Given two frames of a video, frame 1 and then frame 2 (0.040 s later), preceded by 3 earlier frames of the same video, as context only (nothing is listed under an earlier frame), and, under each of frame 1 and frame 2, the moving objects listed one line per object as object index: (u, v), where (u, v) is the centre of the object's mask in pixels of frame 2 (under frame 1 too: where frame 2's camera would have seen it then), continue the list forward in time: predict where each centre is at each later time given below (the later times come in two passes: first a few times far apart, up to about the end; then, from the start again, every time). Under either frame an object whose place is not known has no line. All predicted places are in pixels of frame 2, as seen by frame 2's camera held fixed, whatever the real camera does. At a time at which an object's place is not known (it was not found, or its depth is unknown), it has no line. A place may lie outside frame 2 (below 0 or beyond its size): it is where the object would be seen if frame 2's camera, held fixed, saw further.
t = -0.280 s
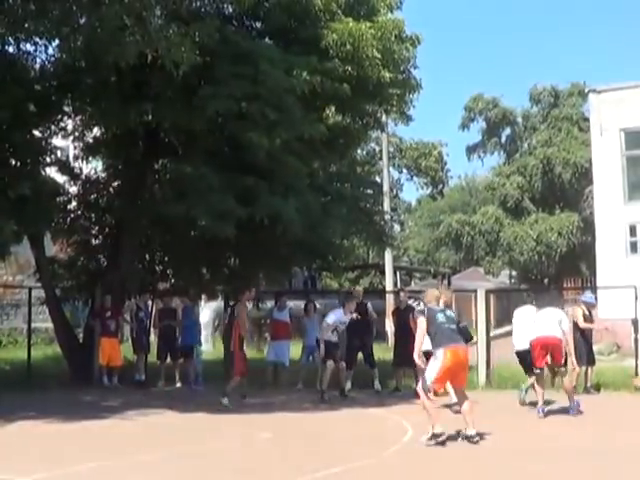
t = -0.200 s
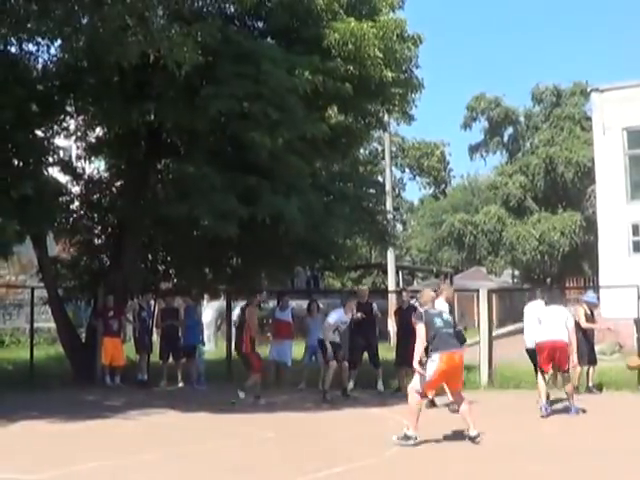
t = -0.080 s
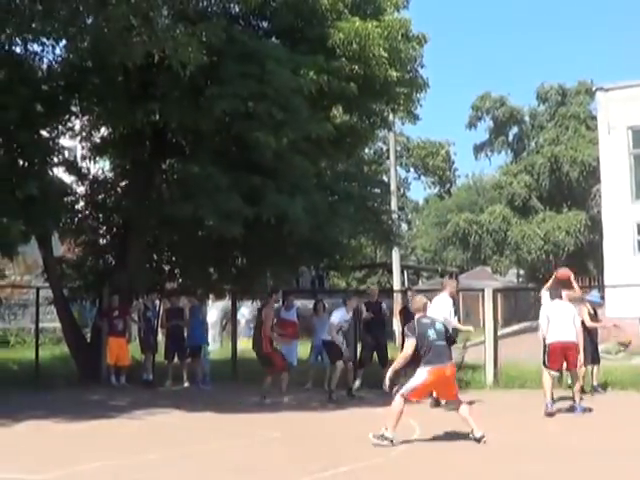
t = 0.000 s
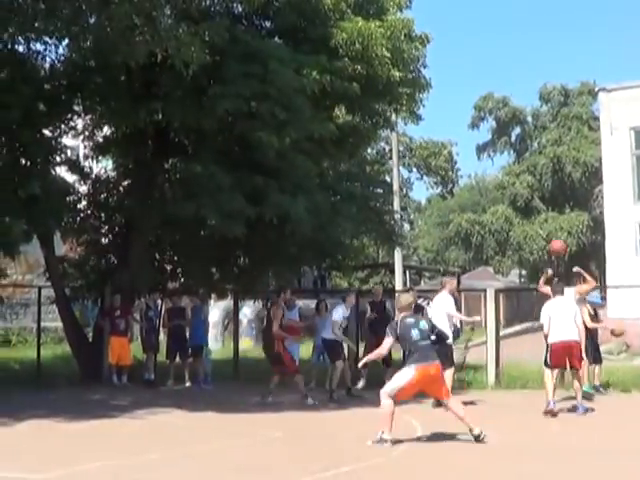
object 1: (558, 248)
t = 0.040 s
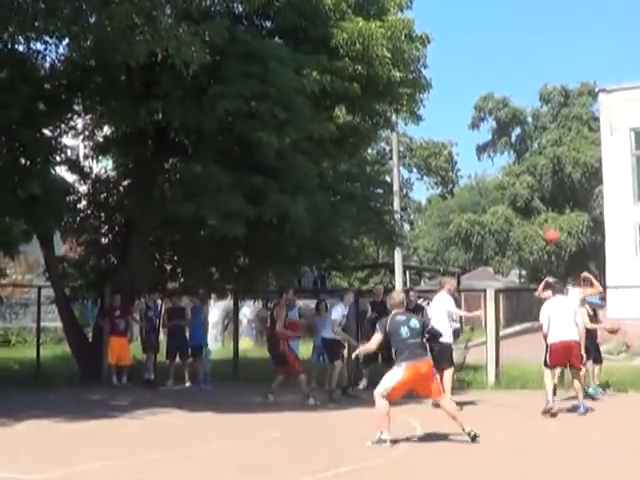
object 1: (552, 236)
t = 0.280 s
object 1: (522, 190)
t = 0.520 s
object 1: (485, 179)
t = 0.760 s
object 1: (439, 225)
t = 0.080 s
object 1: (548, 225)
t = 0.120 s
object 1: (542, 216)
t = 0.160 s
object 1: (537, 206)
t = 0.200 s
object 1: (533, 200)
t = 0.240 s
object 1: (528, 195)
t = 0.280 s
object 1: (522, 190)
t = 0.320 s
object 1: (517, 184)
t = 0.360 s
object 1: (510, 181)
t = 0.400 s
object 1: (505, 179)
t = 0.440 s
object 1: (499, 178)
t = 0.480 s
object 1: (491, 178)
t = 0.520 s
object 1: (485, 179)
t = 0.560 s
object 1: (478, 182)
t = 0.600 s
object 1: (471, 186)
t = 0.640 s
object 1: (464, 194)
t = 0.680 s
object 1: (455, 202)
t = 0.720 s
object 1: (447, 212)
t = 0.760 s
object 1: (439, 225)
